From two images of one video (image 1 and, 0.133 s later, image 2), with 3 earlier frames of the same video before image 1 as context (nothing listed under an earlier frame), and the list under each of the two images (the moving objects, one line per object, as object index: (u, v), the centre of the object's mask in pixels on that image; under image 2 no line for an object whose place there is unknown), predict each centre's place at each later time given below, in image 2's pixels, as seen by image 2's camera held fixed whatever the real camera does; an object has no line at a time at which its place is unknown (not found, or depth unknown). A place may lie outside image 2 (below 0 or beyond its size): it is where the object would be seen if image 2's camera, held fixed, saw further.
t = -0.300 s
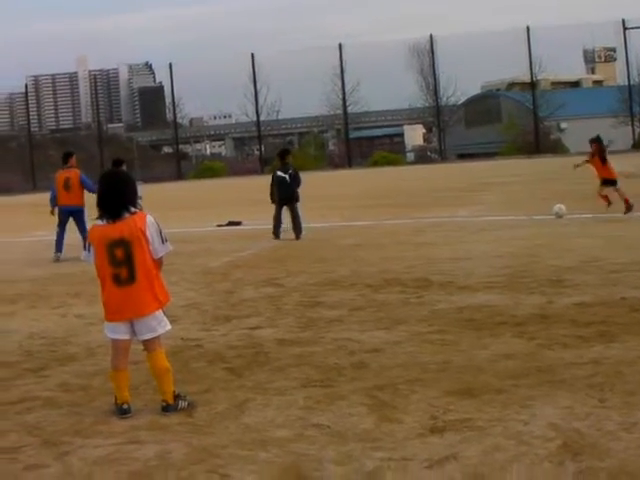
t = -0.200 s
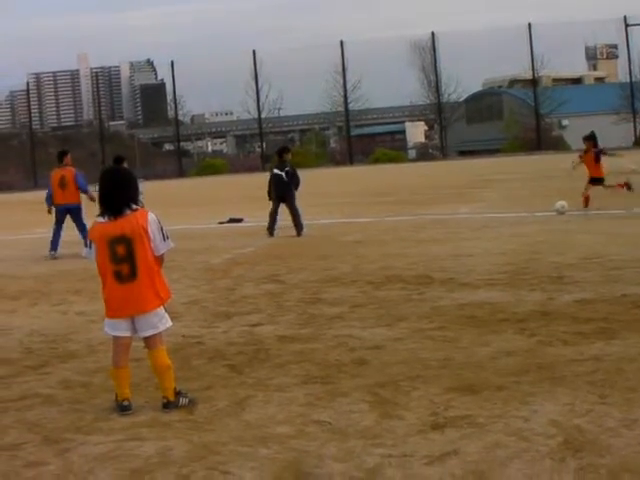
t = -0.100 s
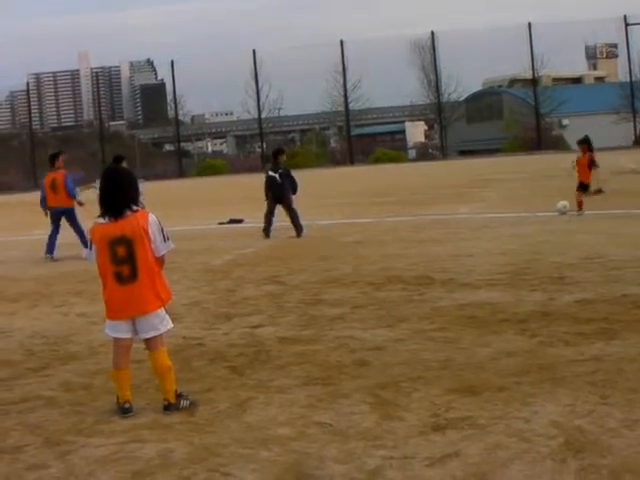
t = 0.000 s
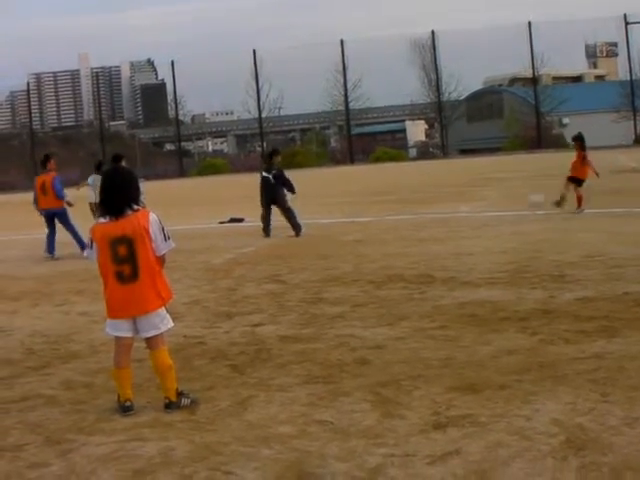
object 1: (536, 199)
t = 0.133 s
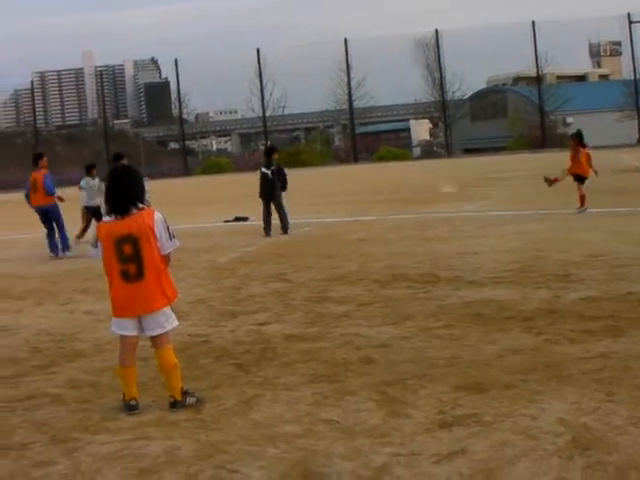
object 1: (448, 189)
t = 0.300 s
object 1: (334, 198)
